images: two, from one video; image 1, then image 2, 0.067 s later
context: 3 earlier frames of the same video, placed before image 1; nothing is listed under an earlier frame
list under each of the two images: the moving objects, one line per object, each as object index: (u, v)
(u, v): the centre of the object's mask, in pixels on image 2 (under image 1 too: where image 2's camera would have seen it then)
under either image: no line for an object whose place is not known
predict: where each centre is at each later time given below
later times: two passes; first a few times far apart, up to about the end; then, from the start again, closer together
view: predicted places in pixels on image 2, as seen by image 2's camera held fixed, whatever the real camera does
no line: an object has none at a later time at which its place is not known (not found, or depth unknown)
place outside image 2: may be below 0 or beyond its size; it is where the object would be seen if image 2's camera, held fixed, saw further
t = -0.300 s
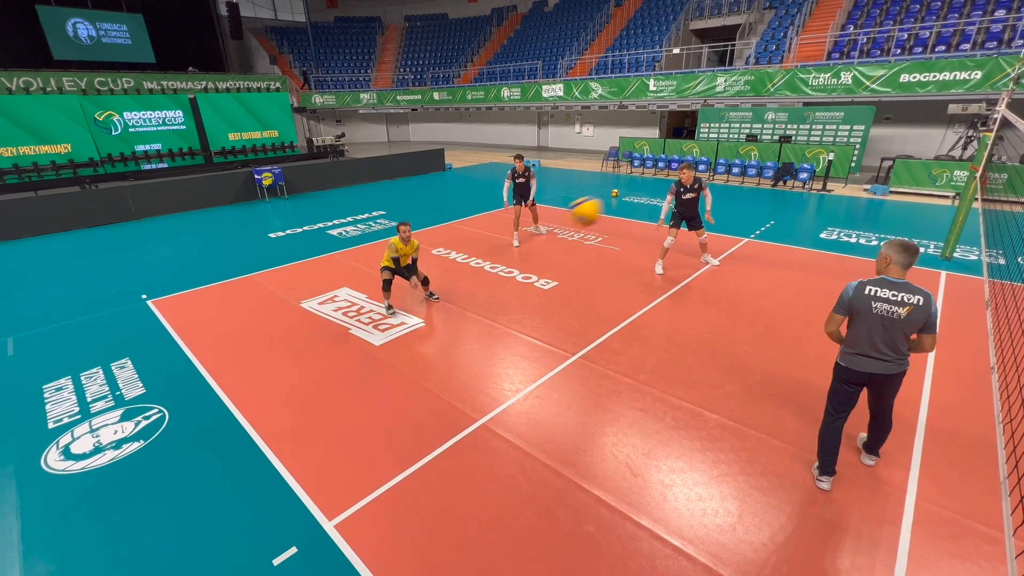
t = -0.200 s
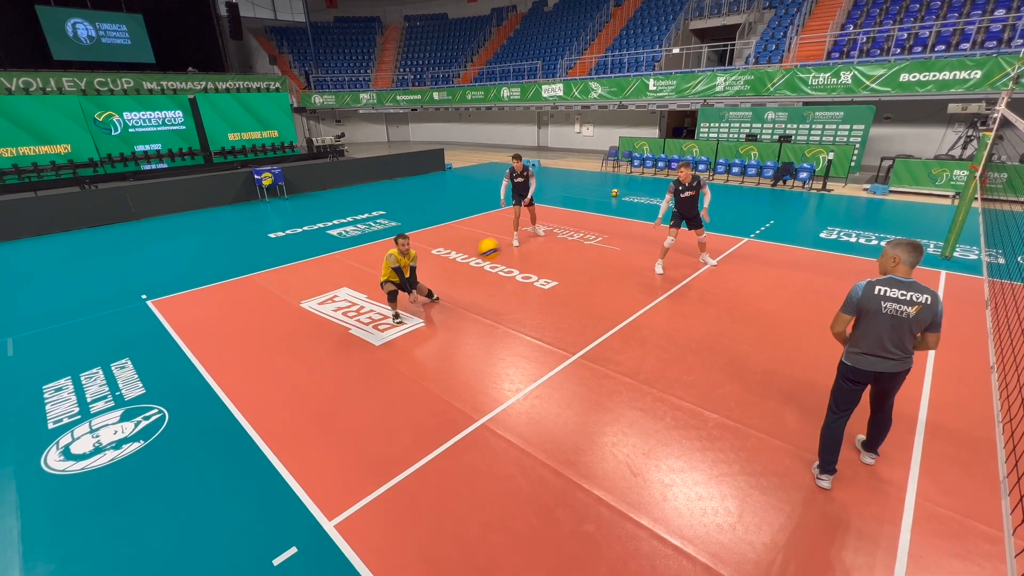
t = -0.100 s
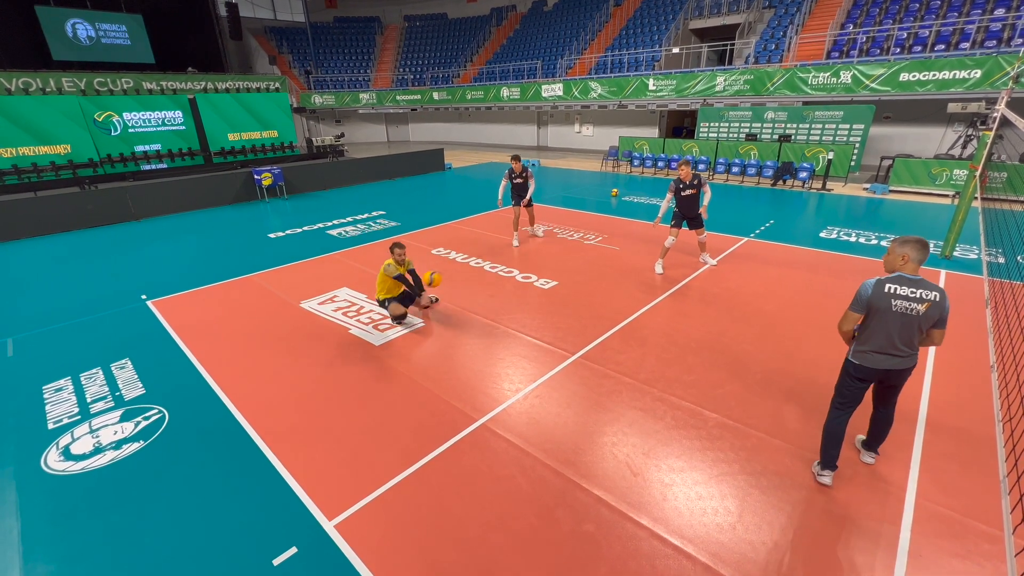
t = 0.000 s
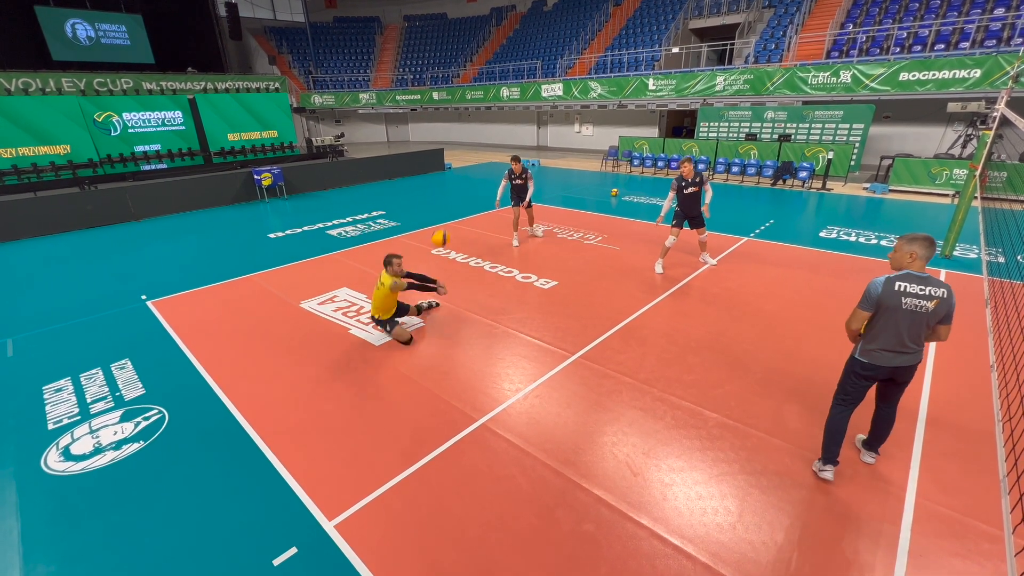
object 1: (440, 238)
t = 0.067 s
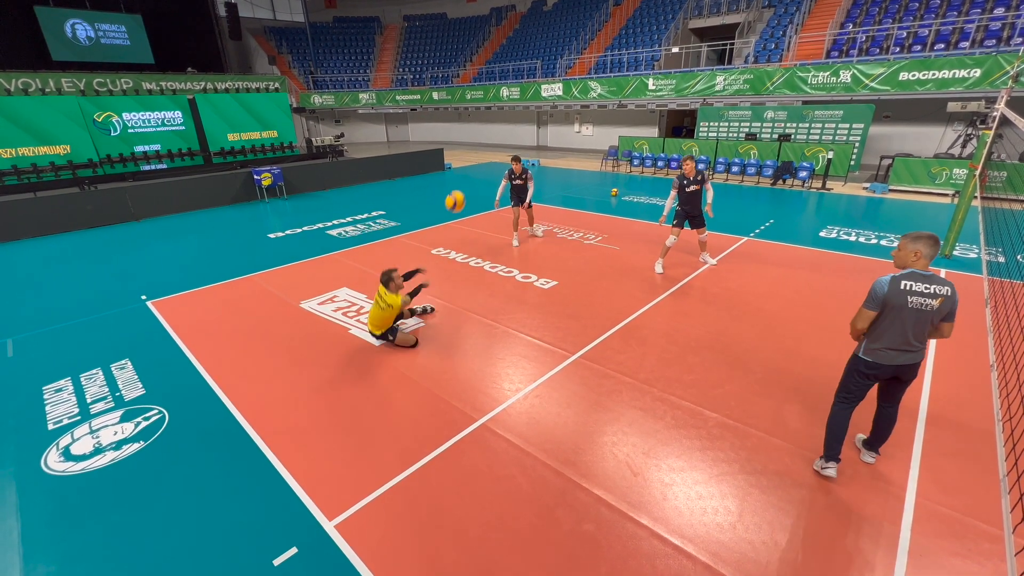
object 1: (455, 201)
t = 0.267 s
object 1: (505, 103)
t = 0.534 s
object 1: (581, 18)
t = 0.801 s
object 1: (658, 12)
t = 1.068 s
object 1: (725, 81)
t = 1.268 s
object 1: (764, 175)
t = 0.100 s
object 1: (463, 184)
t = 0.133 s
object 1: (471, 167)
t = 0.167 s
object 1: (479, 149)
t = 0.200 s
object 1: (487, 133)
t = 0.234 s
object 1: (496, 117)
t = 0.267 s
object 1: (505, 103)
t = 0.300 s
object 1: (514, 89)
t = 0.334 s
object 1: (523, 76)
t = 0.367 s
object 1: (533, 63)
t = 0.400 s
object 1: (542, 52)
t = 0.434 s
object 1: (552, 42)
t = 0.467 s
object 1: (561, 33)
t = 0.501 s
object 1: (571, 25)
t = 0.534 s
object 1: (581, 18)
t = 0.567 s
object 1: (590, 13)
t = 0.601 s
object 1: (600, 10)
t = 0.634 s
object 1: (609, 9)
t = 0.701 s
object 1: (629, 8)
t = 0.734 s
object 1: (639, 9)
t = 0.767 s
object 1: (648, 10)
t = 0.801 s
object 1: (658, 12)
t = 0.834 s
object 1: (667, 15)
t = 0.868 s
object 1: (676, 20)
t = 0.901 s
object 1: (685, 28)
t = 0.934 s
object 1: (694, 36)
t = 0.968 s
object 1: (701, 46)
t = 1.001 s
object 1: (709, 57)
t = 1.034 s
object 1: (717, 68)
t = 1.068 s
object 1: (725, 81)
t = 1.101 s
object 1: (732, 96)
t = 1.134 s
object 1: (739, 110)
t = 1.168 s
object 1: (746, 124)
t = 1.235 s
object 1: (758, 157)
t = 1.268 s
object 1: (764, 175)
